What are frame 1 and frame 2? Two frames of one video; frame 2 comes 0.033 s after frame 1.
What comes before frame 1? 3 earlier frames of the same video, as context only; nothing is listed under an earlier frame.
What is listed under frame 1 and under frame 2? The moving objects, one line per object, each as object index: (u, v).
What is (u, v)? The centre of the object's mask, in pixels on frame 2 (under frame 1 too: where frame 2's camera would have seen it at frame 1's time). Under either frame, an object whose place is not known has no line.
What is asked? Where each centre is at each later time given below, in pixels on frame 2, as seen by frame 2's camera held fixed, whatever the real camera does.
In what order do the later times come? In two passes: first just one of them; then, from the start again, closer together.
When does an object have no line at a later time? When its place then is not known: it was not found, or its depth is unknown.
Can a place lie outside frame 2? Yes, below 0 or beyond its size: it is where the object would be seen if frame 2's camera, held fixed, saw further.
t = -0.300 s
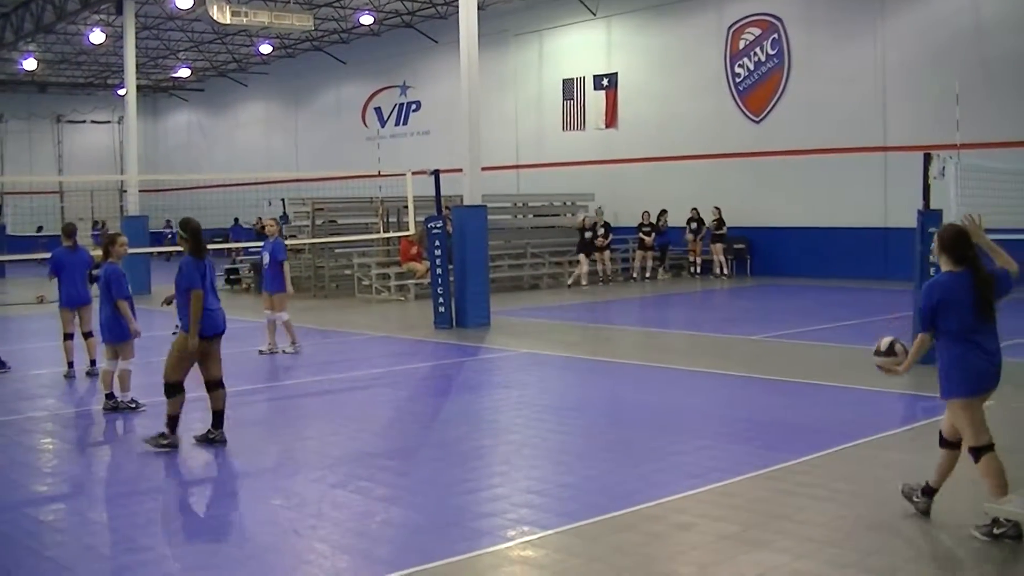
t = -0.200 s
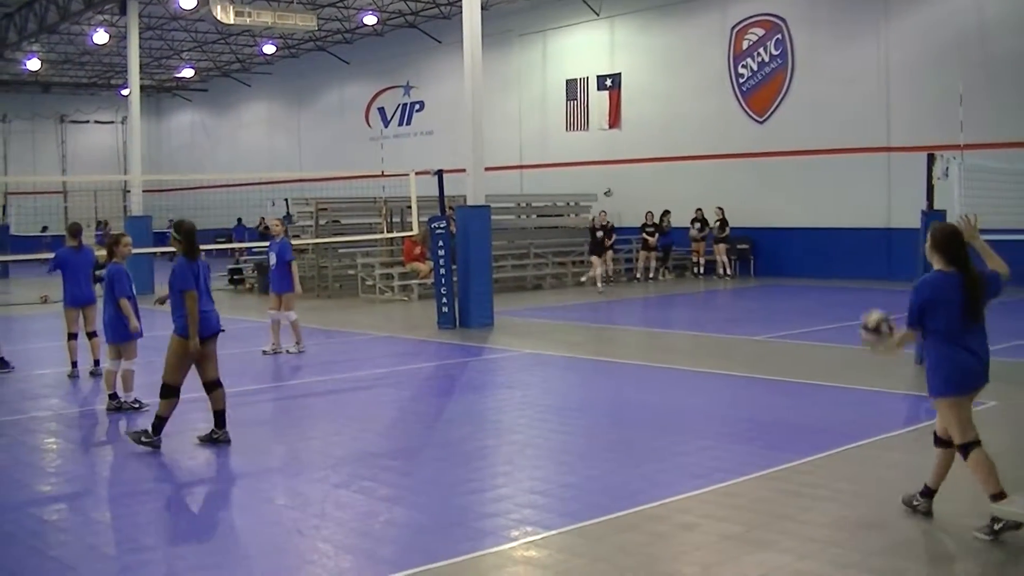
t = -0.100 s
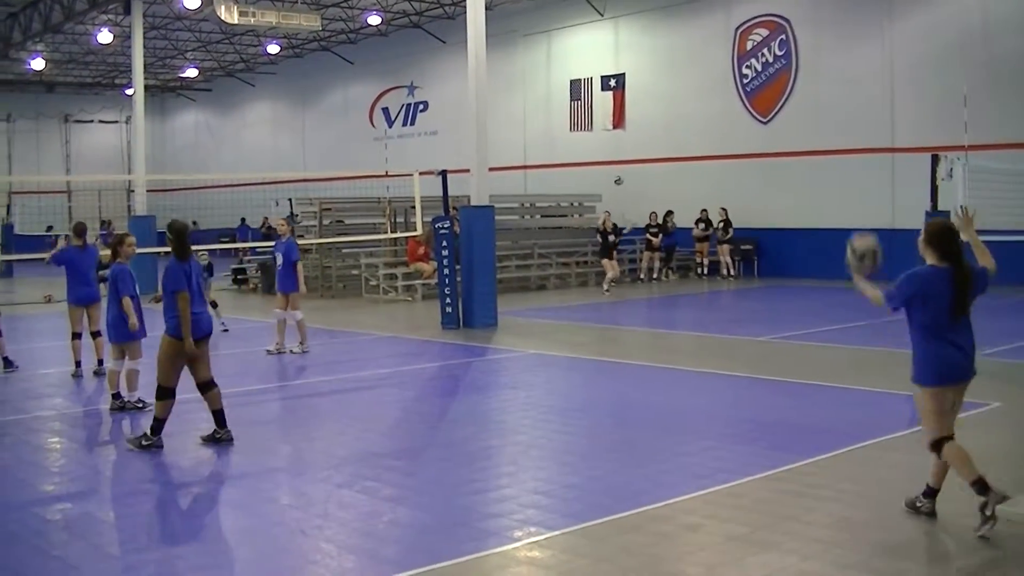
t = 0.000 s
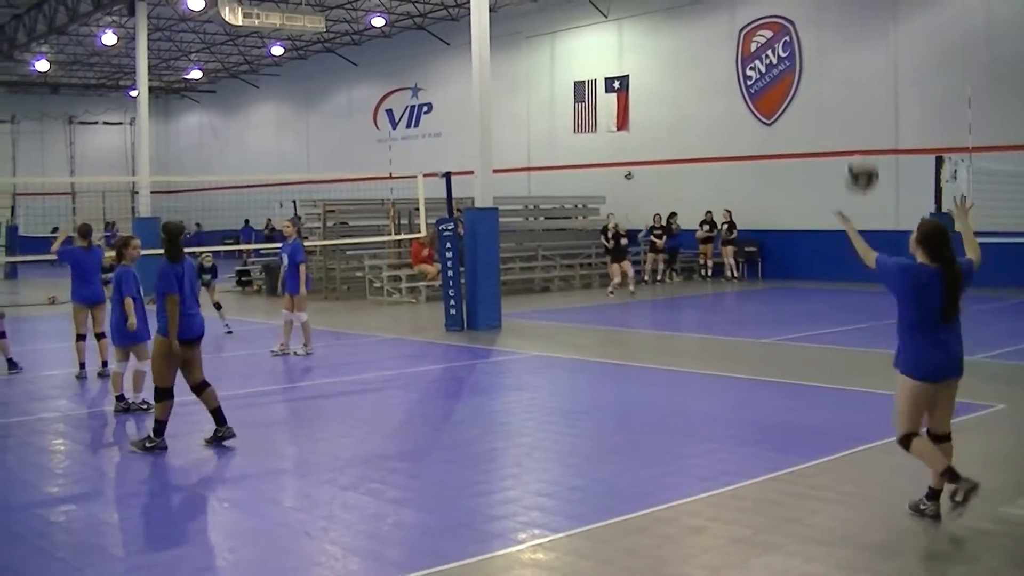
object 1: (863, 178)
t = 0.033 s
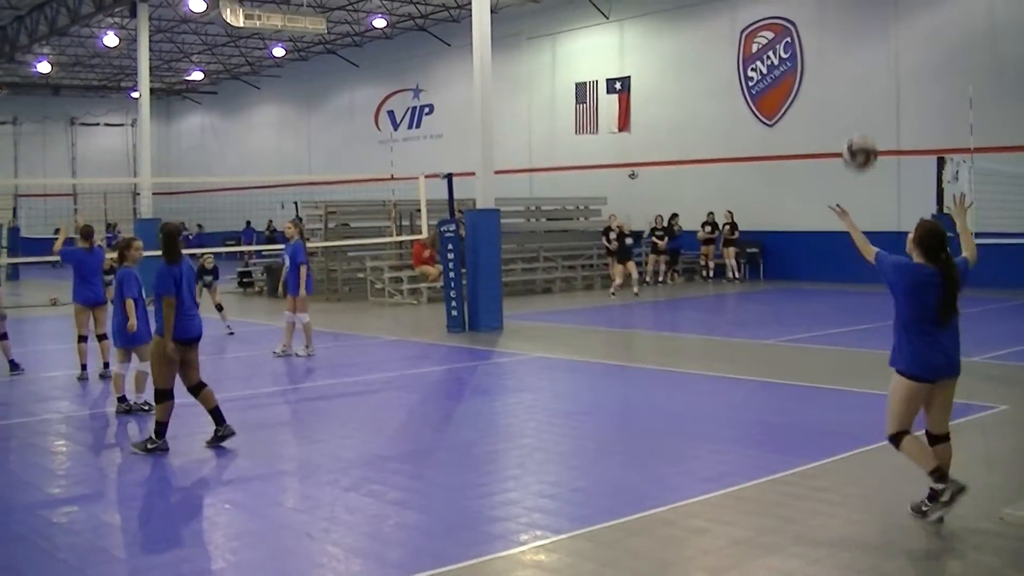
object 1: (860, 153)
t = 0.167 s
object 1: (846, 82)
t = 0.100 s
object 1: (852, 113)
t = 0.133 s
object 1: (849, 97)
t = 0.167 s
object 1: (846, 82)
